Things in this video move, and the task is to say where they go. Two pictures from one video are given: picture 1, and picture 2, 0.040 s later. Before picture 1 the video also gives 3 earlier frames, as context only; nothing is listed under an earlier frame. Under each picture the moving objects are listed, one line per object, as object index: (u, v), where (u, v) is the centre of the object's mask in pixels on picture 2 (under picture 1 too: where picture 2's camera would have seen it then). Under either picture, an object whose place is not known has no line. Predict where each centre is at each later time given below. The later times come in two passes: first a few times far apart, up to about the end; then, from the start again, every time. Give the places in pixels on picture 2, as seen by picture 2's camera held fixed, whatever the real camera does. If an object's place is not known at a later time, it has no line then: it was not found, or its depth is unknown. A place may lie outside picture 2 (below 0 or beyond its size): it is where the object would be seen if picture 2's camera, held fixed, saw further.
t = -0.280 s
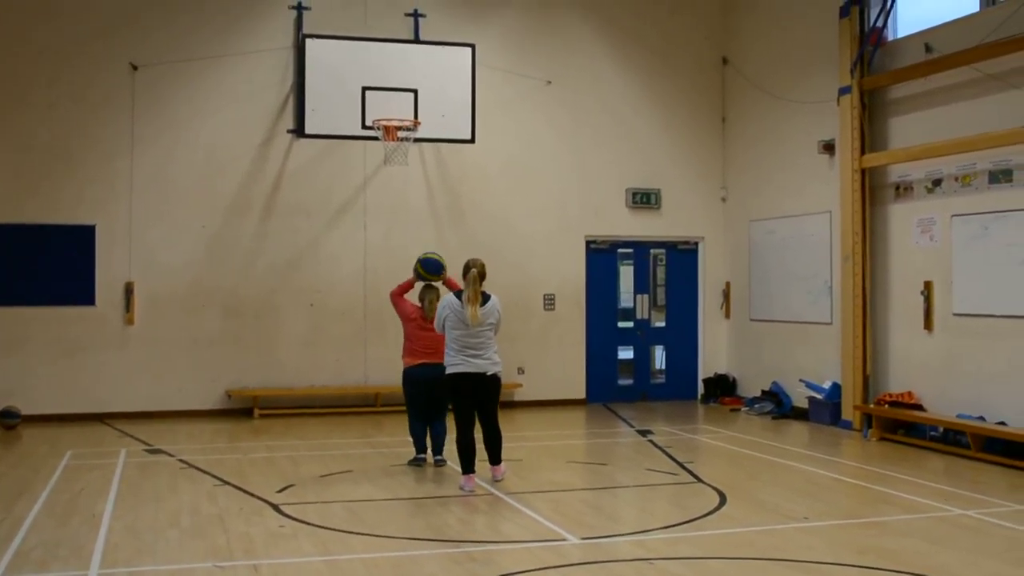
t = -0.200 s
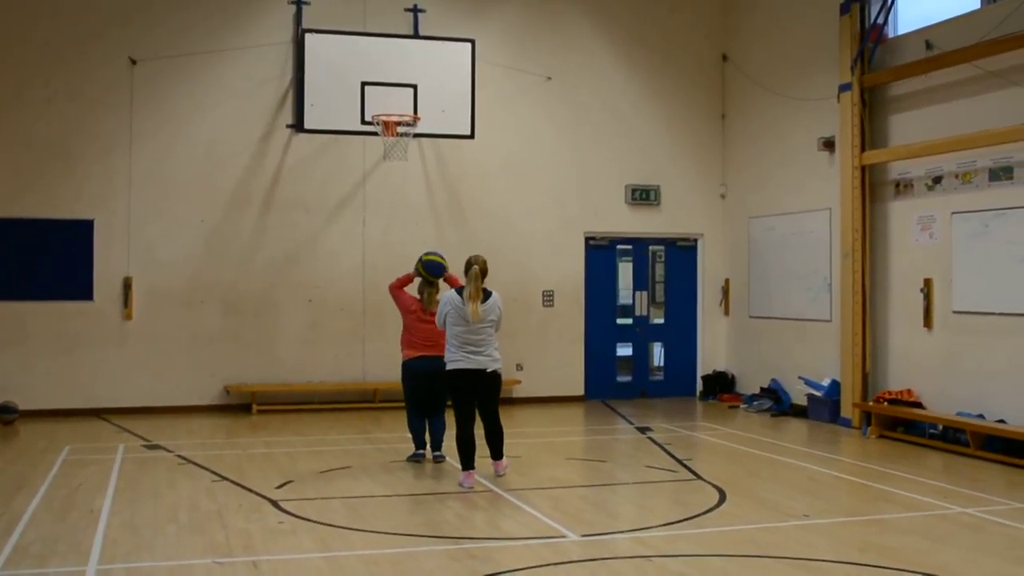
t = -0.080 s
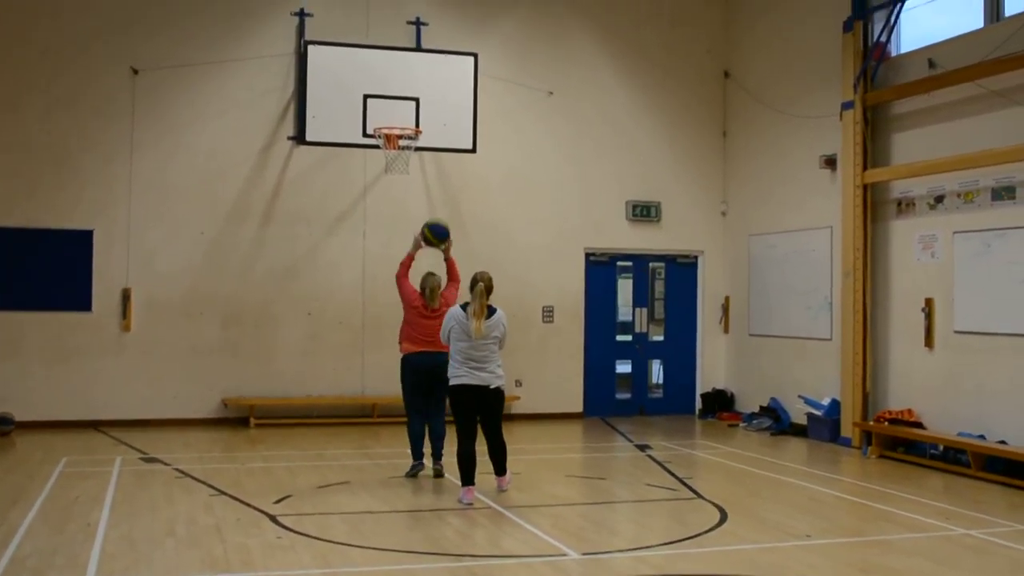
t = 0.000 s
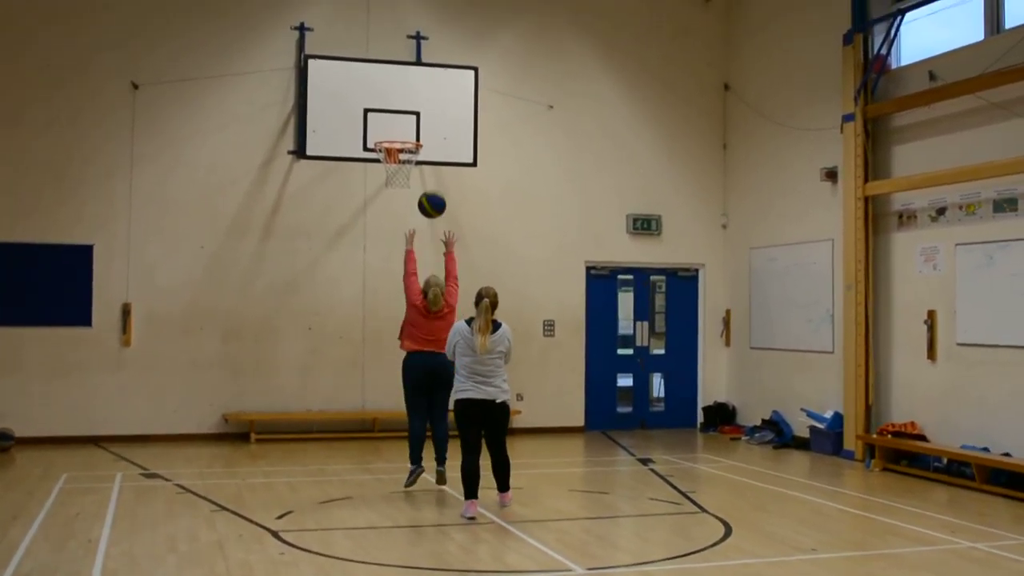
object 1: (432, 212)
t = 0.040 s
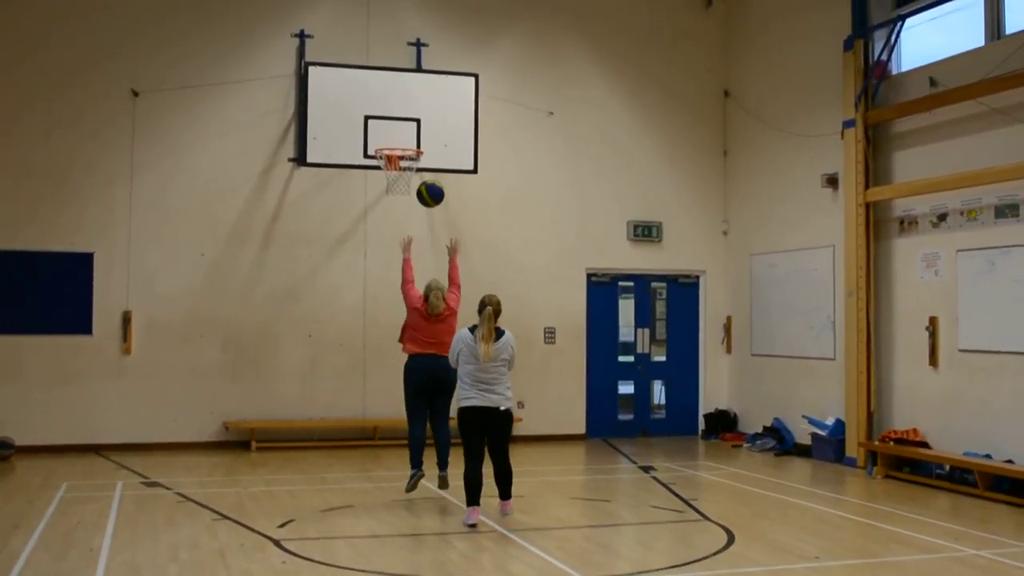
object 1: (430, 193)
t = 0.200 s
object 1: (421, 145)
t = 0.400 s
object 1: (411, 130)
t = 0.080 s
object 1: (428, 178)
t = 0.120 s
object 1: (425, 165)
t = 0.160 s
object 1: (423, 155)
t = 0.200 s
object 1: (421, 145)
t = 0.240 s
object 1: (419, 138)
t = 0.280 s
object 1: (418, 133)
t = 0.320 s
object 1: (416, 131)
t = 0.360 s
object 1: (413, 130)
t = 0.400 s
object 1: (411, 130)
